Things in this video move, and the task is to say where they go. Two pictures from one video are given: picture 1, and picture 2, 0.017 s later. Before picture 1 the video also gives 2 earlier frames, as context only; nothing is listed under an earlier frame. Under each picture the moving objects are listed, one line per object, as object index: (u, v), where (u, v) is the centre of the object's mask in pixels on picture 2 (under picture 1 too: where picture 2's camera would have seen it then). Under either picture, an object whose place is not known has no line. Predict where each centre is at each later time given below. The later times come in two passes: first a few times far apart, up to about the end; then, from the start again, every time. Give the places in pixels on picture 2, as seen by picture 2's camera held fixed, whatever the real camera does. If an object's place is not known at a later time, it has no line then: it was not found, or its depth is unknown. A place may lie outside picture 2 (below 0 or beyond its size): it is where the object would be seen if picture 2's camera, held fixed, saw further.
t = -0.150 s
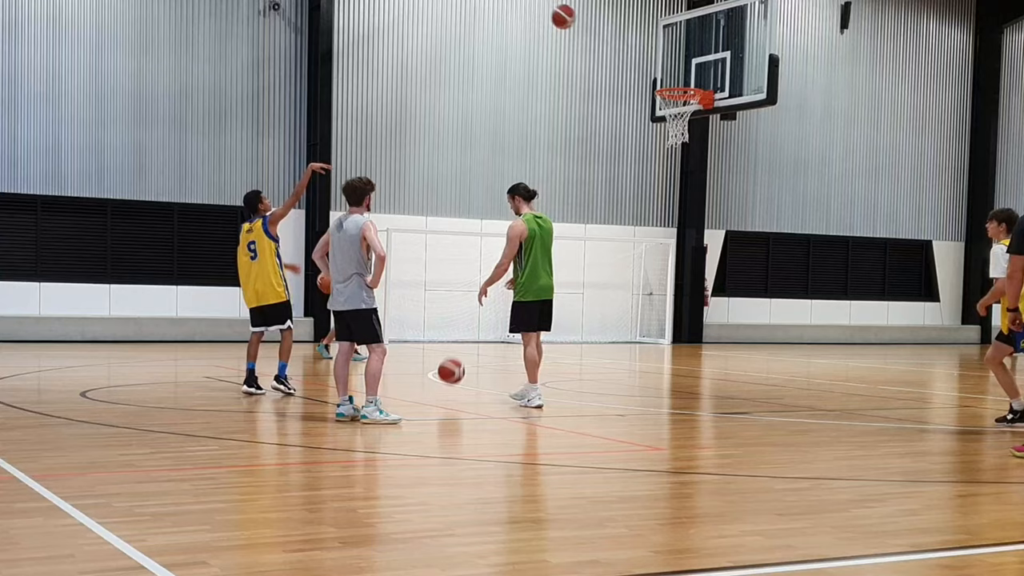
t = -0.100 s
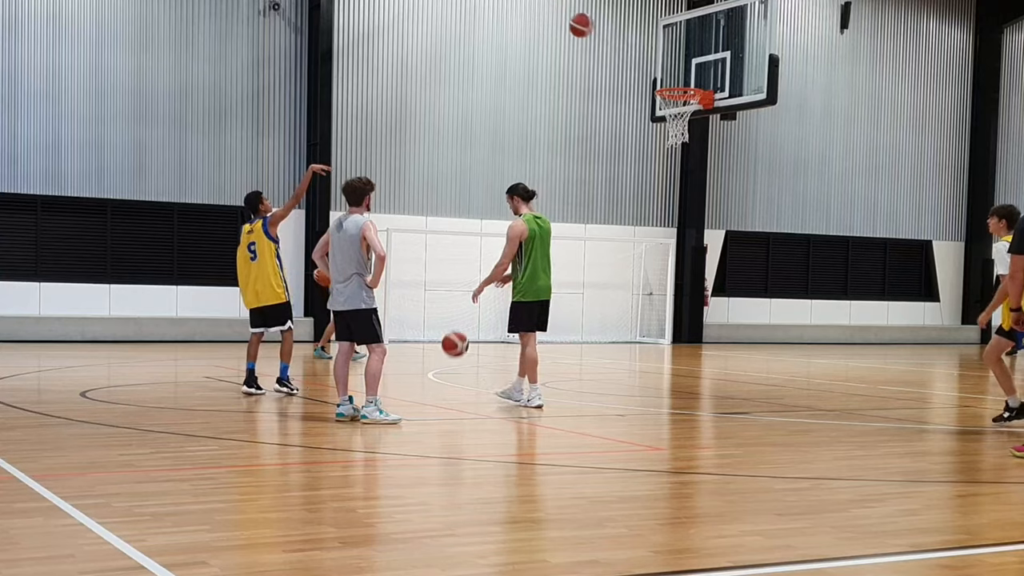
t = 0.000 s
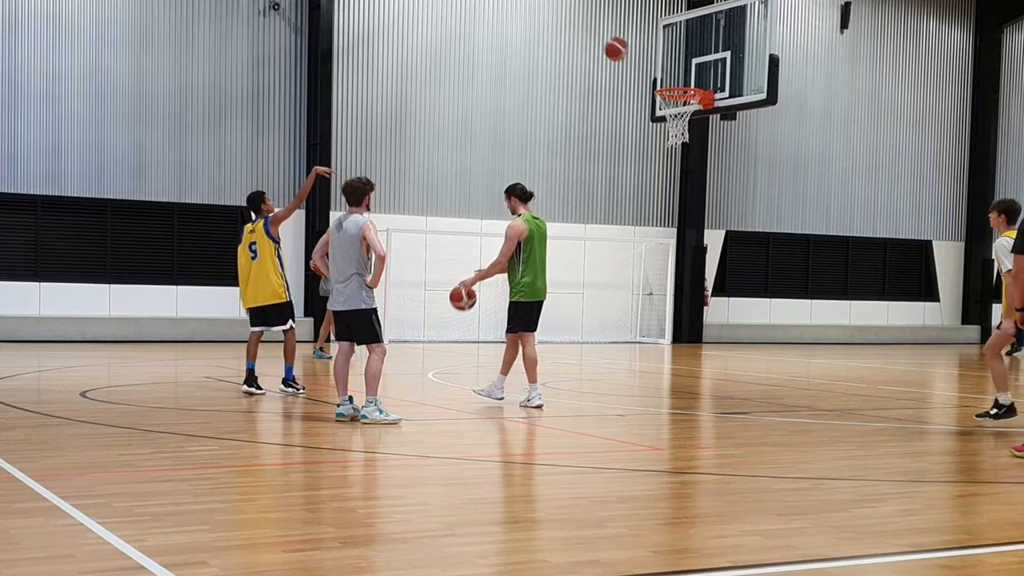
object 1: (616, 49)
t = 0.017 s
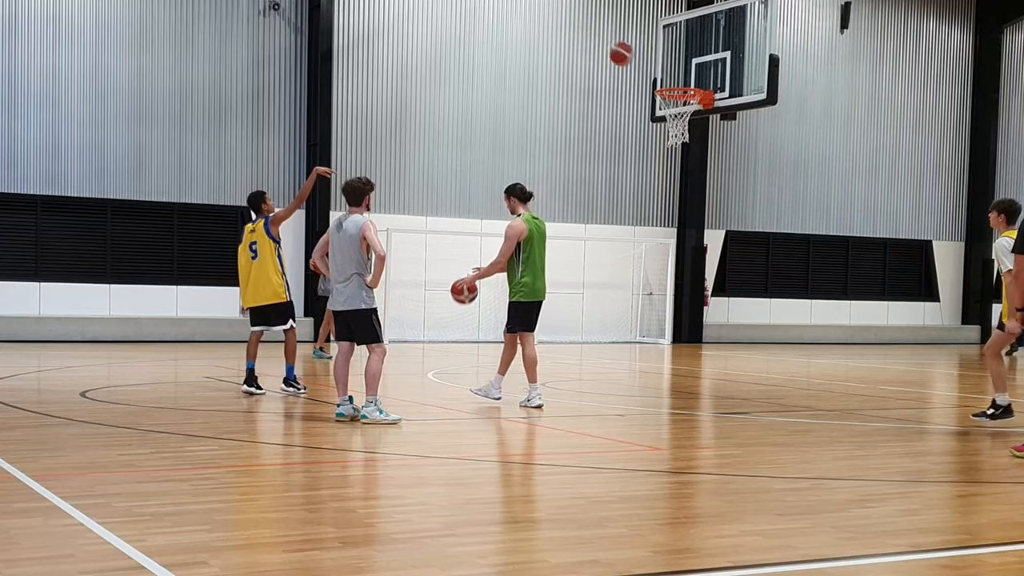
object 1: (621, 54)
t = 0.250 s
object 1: (598, 81)
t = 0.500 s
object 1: (494, 120)
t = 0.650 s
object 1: (427, 175)
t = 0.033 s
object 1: (627, 59)
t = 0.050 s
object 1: (632, 64)
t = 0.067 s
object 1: (638, 70)
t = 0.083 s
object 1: (644, 76)
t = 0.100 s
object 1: (649, 82)
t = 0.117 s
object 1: (651, 86)
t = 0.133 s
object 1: (645, 85)
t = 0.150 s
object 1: (638, 83)
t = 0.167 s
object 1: (632, 82)
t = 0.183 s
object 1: (625, 81)
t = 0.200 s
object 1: (618, 81)
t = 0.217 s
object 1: (612, 81)
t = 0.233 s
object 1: (604, 81)
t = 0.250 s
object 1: (598, 81)
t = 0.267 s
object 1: (591, 82)
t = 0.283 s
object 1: (584, 83)
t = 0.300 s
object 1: (578, 83)
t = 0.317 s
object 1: (571, 85)
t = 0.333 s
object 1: (564, 87)
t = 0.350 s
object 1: (557, 89)
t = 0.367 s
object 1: (550, 91)
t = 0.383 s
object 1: (543, 94)
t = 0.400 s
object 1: (536, 97)
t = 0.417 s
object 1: (529, 100)
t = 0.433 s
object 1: (522, 103)
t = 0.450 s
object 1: (515, 107)
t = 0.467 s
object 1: (508, 111)
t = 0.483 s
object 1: (500, 115)
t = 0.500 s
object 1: (494, 120)
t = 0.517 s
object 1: (486, 125)
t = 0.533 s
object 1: (479, 130)
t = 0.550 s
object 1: (472, 136)
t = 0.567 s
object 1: (465, 141)
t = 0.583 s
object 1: (457, 147)
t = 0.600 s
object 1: (450, 154)
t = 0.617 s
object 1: (442, 160)
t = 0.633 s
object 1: (435, 167)
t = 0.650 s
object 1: (427, 175)
